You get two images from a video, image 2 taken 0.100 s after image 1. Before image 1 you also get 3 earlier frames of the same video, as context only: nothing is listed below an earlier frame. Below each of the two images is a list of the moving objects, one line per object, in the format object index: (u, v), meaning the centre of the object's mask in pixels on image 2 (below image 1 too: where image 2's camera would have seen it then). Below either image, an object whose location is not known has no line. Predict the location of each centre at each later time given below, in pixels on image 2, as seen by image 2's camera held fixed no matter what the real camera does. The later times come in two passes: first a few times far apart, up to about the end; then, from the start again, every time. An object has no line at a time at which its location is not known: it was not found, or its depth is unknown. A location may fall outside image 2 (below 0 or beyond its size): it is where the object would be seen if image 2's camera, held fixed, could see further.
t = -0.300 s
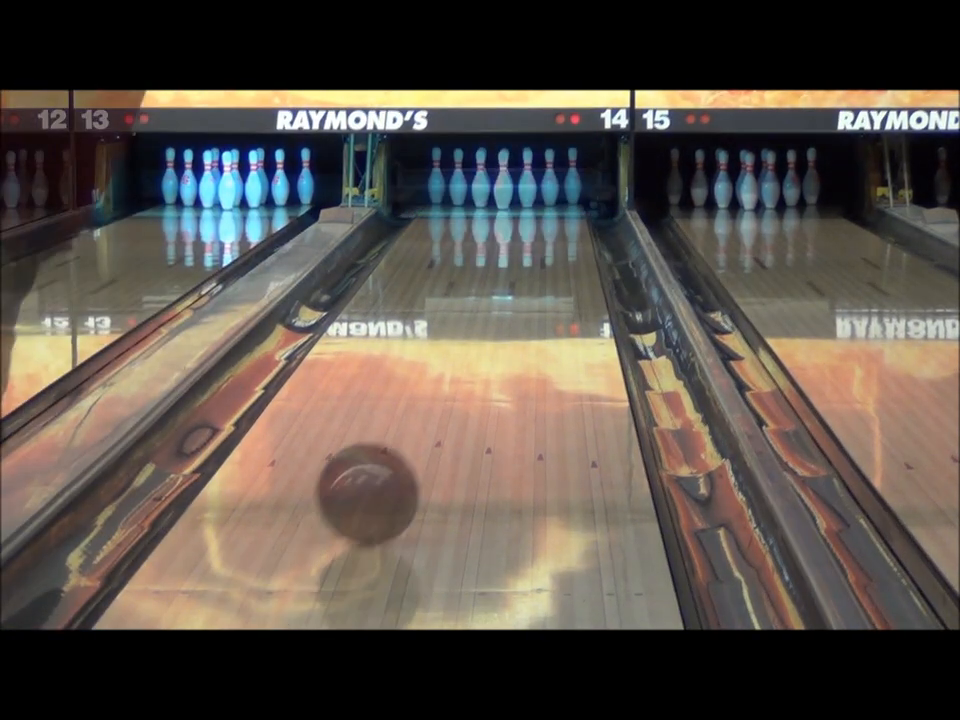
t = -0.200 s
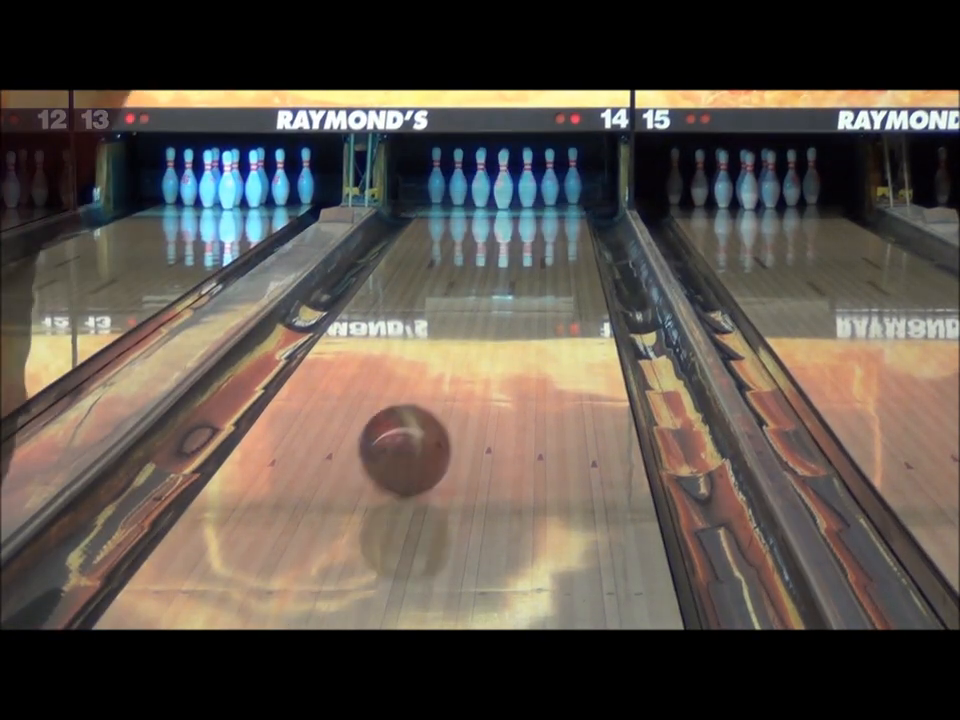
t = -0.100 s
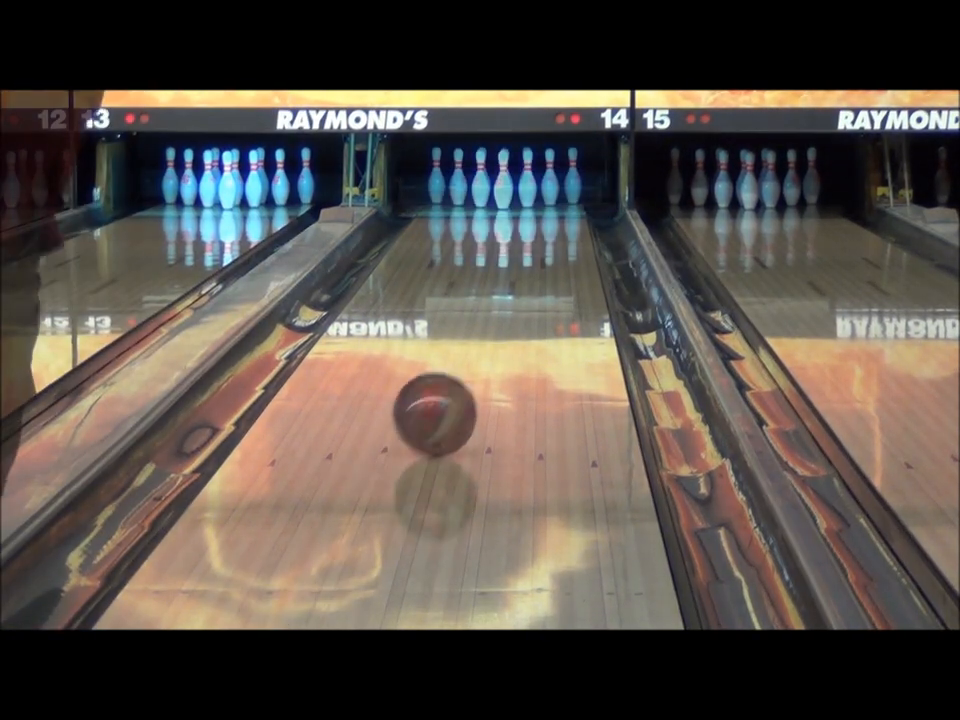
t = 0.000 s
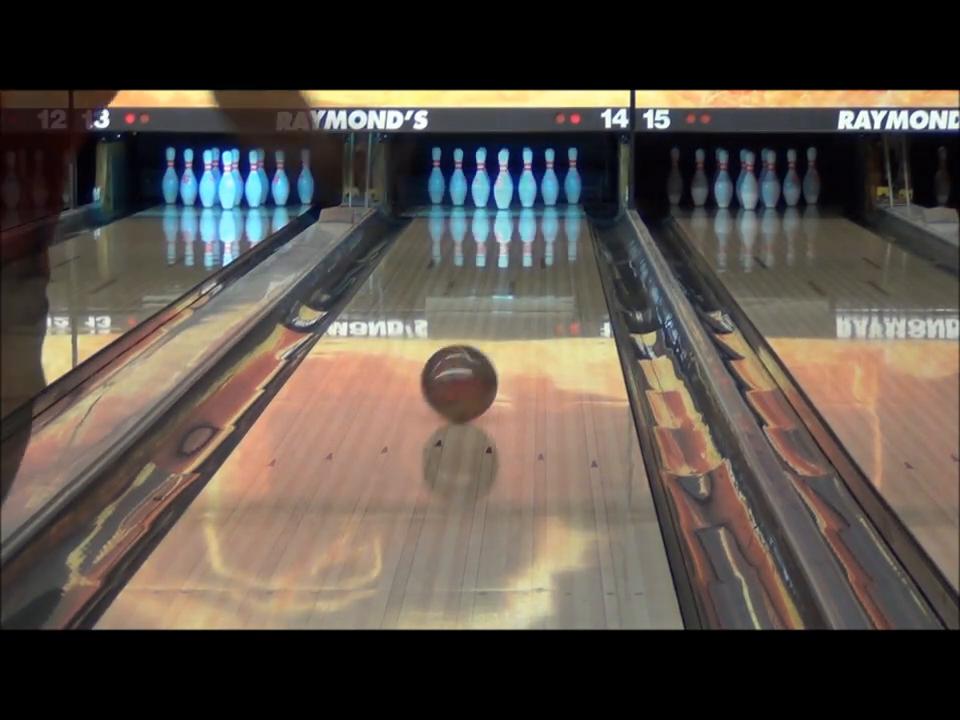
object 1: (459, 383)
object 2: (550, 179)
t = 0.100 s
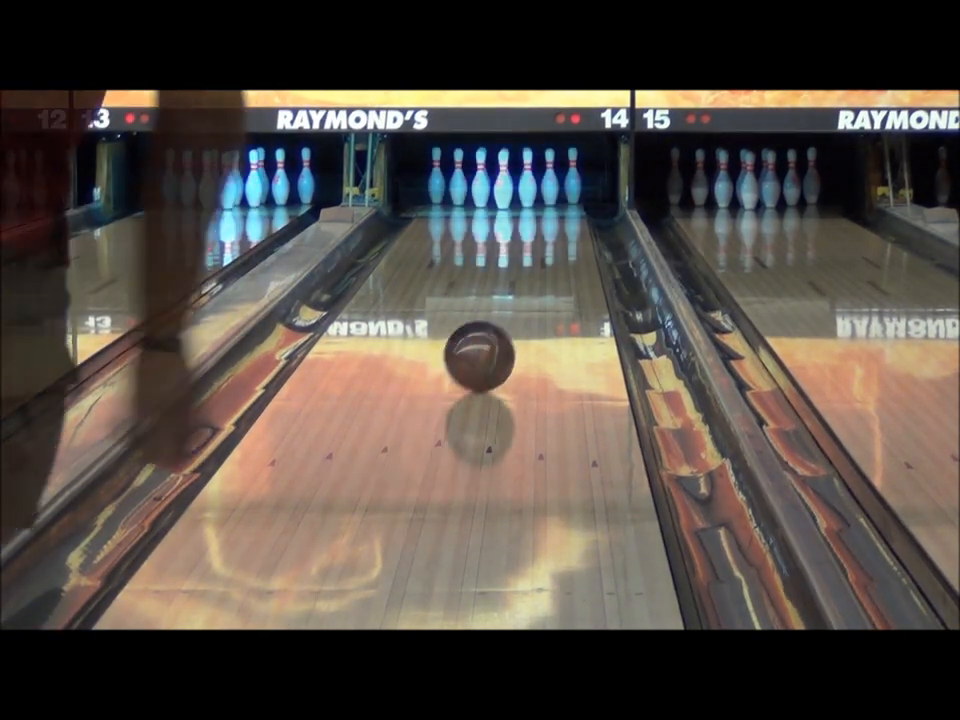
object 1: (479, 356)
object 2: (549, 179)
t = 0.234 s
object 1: (501, 327)
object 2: (549, 179)
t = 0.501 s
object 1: (531, 285)
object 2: (549, 179)
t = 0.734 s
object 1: (547, 256)
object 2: (549, 179)
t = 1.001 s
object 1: (556, 232)
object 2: (549, 179)
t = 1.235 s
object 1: (552, 215)
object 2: (549, 176)
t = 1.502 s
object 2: (550, 175)
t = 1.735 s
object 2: (554, 179)
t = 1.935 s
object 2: (583, 180)
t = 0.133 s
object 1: (485, 348)
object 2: (549, 179)
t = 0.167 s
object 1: (490, 341)
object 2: (549, 179)
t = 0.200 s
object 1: (496, 334)
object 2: (549, 179)
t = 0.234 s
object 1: (501, 327)
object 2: (549, 179)
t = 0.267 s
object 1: (505, 321)
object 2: (549, 179)
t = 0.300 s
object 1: (509, 315)
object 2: (549, 179)
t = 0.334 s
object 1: (514, 309)
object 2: (549, 179)
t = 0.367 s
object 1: (518, 304)
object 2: (549, 179)
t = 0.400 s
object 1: (521, 299)
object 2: (549, 179)
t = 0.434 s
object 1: (525, 294)
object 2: (549, 179)
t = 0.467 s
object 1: (528, 289)
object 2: (549, 179)
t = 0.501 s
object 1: (531, 285)
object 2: (549, 179)
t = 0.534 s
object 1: (534, 280)
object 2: (549, 179)
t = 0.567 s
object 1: (537, 276)
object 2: (549, 179)
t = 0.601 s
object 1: (540, 272)
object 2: (549, 179)
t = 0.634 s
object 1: (542, 268)
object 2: (549, 179)
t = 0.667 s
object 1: (544, 264)
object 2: (549, 179)
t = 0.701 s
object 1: (546, 260)
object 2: (549, 179)
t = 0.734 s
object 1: (547, 256)
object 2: (549, 179)
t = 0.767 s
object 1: (549, 253)
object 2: (549, 179)
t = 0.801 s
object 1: (550, 250)
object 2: (549, 179)
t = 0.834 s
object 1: (552, 247)
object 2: (549, 179)
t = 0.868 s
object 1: (553, 244)
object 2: (549, 179)
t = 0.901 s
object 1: (554, 240)
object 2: (549, 179)
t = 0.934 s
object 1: (555, 238)
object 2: (549, 179)
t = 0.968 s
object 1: (555, 235)
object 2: (549, 179)
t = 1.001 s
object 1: (556, 232)
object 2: (549, 179)
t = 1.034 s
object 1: (556, 229)
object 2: (549, 179)
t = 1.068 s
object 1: (556, 226)
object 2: (549, 179)
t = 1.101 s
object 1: (555, 224)
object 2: (549, 179)
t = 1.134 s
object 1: (555, 221)
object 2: (549, 178)
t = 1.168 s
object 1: (554, 219)
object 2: (549, 178)
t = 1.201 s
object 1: (553, 217)
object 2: (549, 177)
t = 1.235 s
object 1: (552, 215)
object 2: (549, 176)
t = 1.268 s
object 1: (550, 213)
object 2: (549, 175)
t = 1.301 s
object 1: (549, 211)
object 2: (549, 174)
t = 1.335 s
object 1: (547, 209)
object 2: (549, 173)
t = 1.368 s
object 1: (545, 207)
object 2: (550, 172)
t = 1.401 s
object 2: (550, 172)
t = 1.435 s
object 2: (550, 172)
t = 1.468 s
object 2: (550, 173)
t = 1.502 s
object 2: (550, 175)
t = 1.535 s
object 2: (550, 177)
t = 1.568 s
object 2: (550, 179)
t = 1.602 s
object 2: (549, 179)
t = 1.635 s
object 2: (549, 179)
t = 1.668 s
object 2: (549, 179)
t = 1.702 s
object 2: (549, 180)
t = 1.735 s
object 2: (554, 179)
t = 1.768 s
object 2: (559, 179)
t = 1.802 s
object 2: (564, 179)
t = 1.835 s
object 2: (569, 179)
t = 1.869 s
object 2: (574, 178)
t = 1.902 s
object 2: (578, 179)
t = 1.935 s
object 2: (583, 180)
